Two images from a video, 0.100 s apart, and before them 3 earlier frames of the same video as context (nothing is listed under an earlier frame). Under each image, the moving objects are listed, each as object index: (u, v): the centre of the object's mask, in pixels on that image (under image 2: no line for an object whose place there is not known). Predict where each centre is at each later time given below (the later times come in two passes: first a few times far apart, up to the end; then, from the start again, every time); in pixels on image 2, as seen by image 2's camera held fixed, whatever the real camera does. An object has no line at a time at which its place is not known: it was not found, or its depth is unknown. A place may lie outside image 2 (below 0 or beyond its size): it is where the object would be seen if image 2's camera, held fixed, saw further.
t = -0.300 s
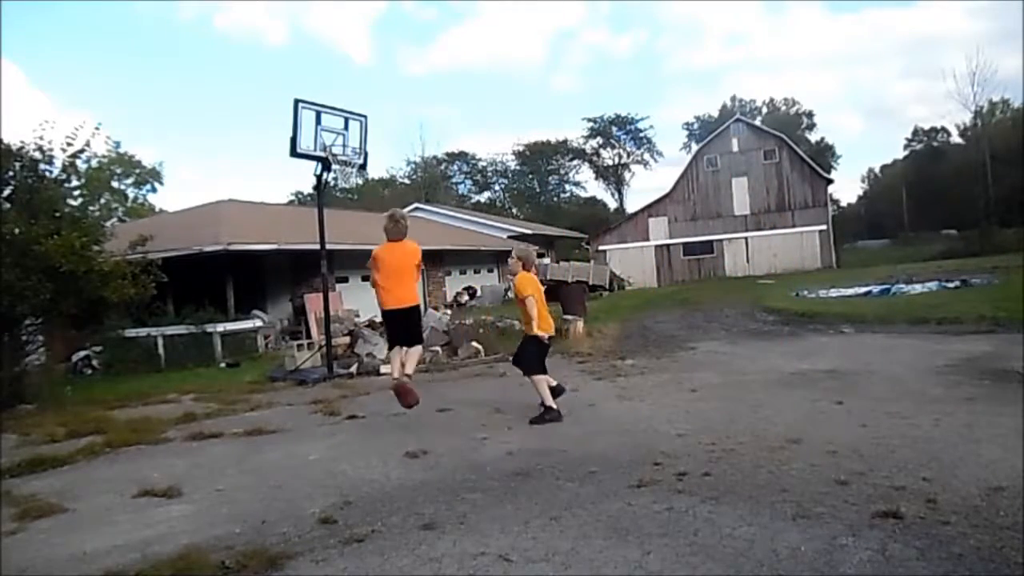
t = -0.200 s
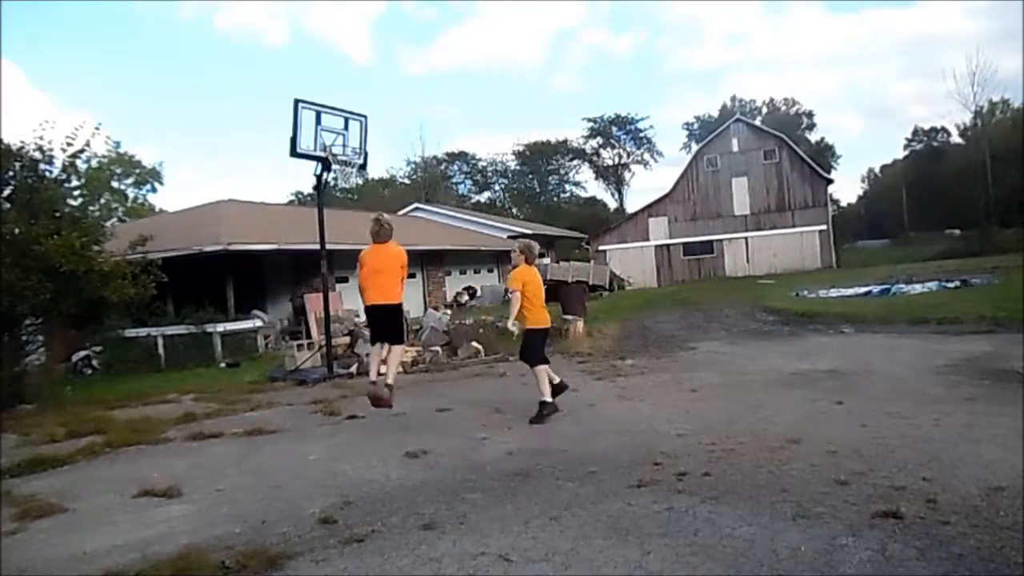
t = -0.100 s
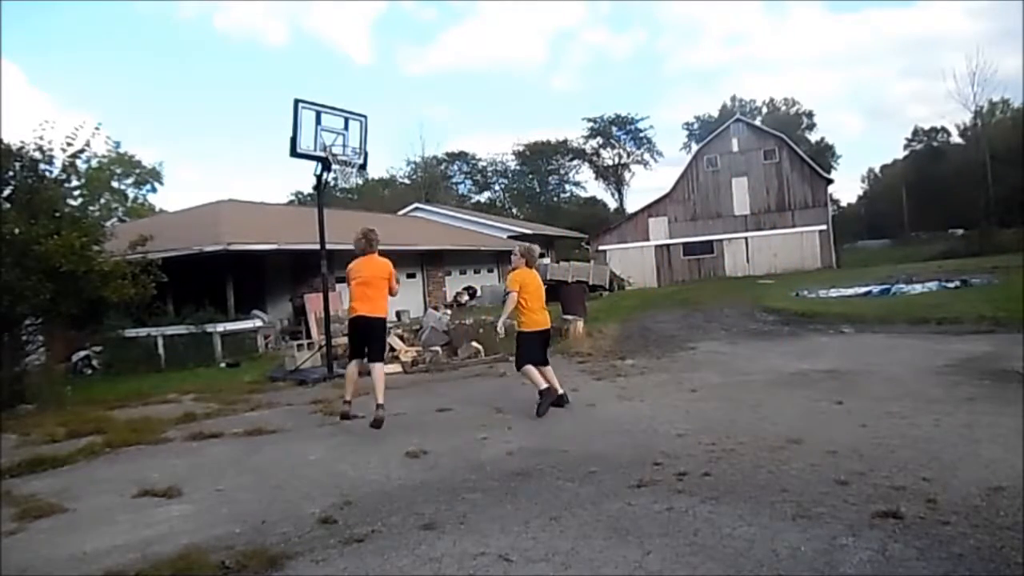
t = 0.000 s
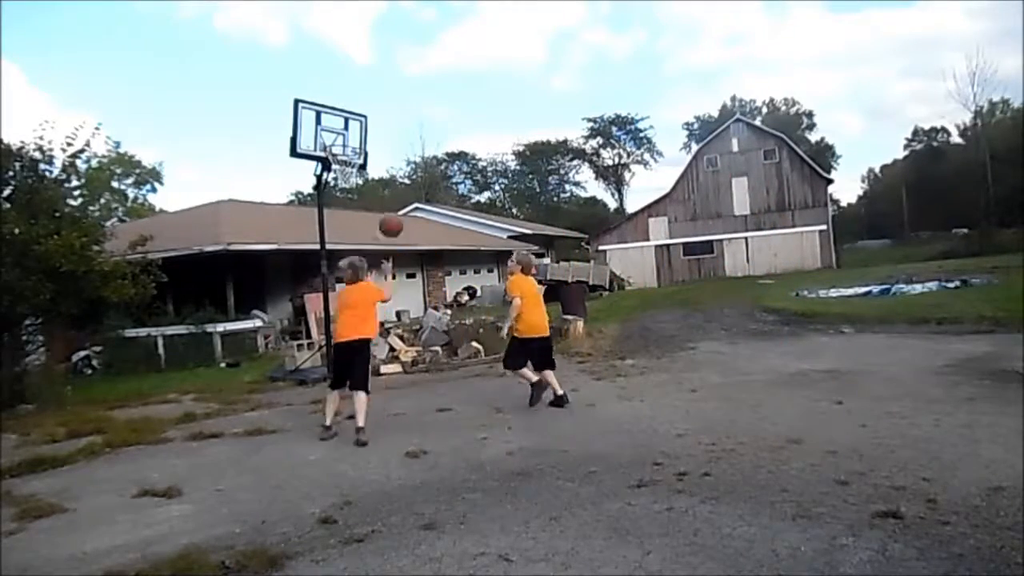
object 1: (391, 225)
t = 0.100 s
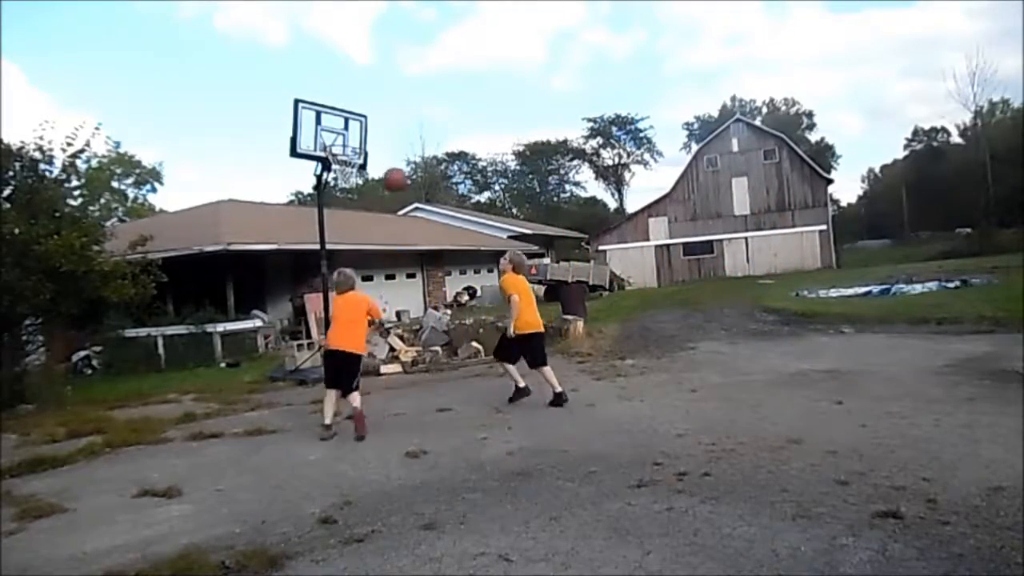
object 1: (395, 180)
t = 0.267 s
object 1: (403, 131)
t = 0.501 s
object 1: (417, 112)
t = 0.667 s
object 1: (430, 132)
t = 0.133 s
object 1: (396, 168)
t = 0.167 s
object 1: (398, 156)
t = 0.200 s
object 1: (399, 146)
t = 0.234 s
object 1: (401, 138)
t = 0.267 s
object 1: (403, 131)
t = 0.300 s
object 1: (405, 124)
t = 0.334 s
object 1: (407, 119)
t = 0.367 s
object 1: (409, 116)
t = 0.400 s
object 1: (411, 113)
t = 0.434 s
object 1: (413, 112)
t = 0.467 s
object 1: (415, 111)
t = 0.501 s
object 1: (417, 112)
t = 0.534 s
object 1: (420, 114)
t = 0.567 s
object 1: (422, 117)
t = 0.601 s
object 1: (425, 121)
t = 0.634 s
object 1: (427, 126)
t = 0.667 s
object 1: (430, 132)
